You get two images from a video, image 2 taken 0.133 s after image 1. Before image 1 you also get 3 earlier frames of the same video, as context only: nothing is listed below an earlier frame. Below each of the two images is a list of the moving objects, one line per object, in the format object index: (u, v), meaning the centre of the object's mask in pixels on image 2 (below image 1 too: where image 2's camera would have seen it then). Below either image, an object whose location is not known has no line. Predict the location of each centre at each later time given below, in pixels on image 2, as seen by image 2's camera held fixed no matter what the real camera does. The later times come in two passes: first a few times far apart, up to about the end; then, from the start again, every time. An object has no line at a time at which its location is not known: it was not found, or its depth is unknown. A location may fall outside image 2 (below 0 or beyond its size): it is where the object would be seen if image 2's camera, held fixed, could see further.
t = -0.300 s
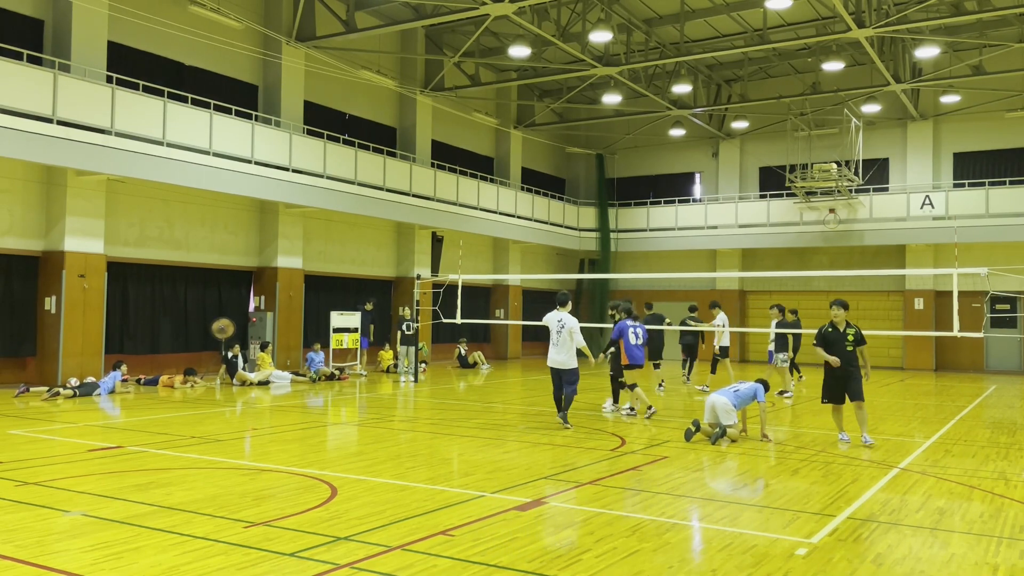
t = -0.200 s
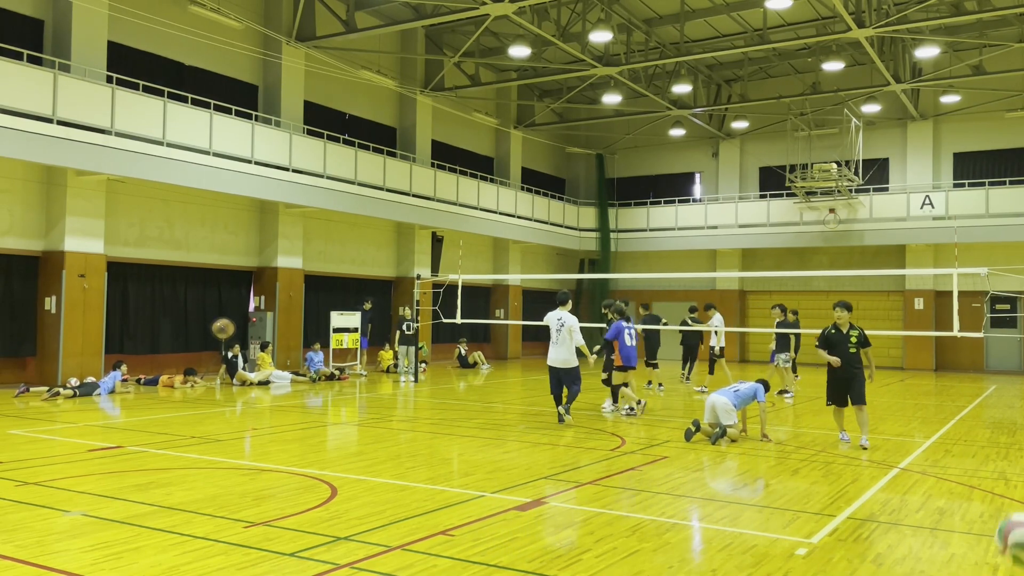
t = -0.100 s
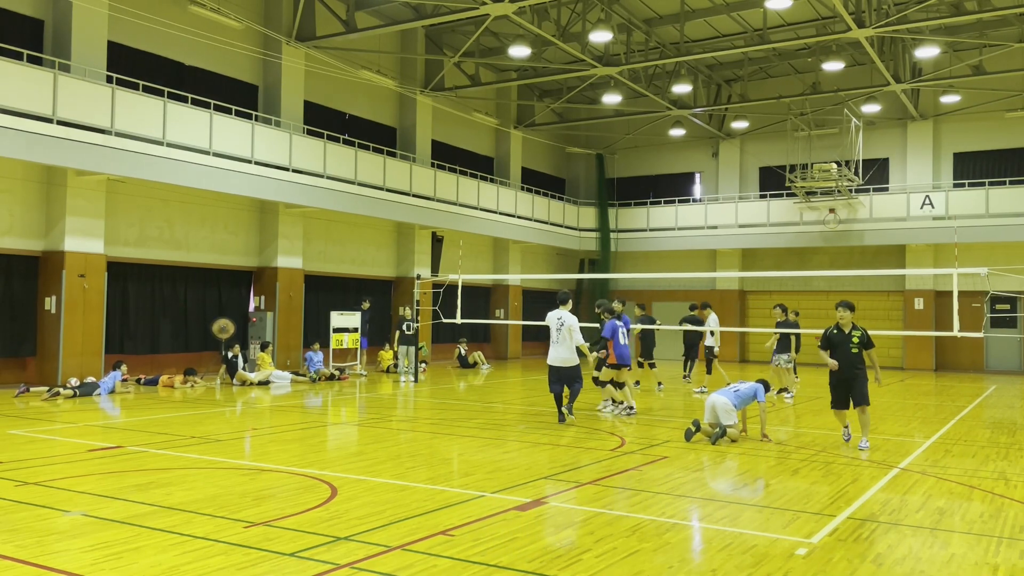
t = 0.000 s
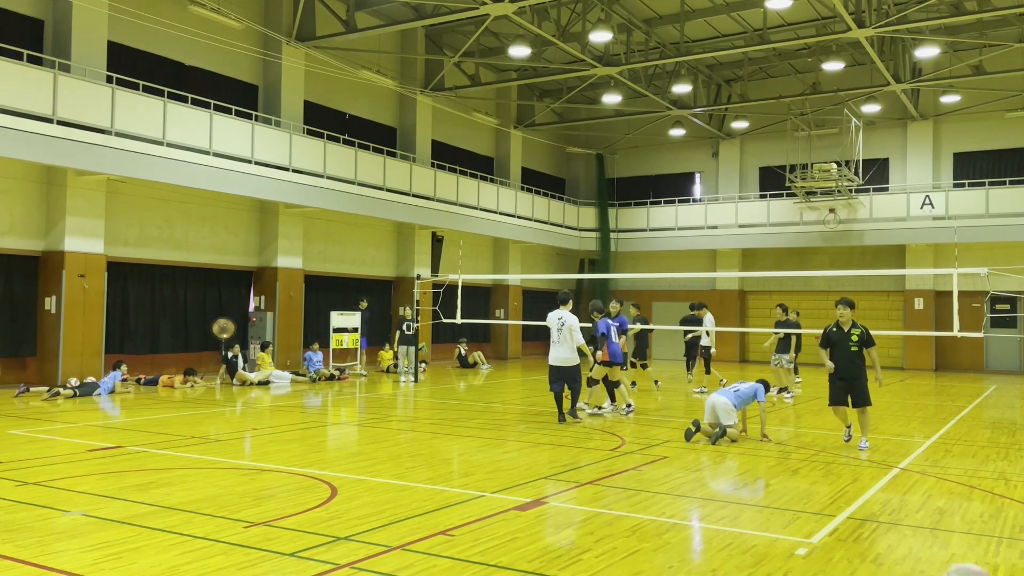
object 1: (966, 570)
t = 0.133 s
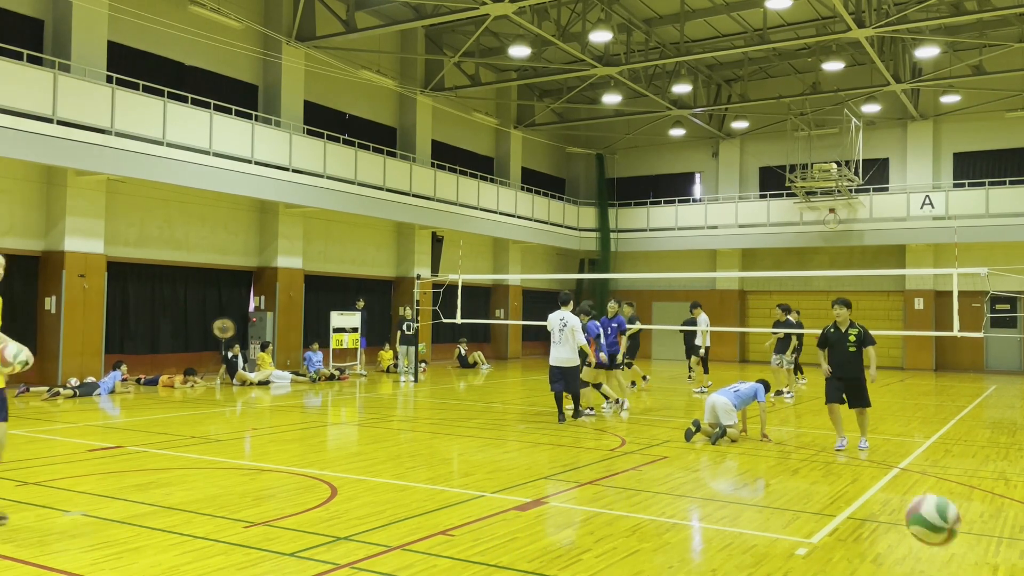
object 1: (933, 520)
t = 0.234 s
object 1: (906, 494)
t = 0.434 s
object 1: (854, 510)
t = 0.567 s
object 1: (819, 563)
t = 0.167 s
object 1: (924, 508)
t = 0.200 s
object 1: (915, 499)
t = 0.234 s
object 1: (906, 494)
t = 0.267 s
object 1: (897, 490)
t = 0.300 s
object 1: (888, 489)
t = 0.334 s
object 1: (880, 491)
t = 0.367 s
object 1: (871, 495)
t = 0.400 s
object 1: (862, 502)
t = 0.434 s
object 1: (854, 510)
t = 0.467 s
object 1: (846, 520)
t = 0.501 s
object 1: (837, 536)
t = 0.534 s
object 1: (830, 552)
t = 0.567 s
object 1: (819, 563)
